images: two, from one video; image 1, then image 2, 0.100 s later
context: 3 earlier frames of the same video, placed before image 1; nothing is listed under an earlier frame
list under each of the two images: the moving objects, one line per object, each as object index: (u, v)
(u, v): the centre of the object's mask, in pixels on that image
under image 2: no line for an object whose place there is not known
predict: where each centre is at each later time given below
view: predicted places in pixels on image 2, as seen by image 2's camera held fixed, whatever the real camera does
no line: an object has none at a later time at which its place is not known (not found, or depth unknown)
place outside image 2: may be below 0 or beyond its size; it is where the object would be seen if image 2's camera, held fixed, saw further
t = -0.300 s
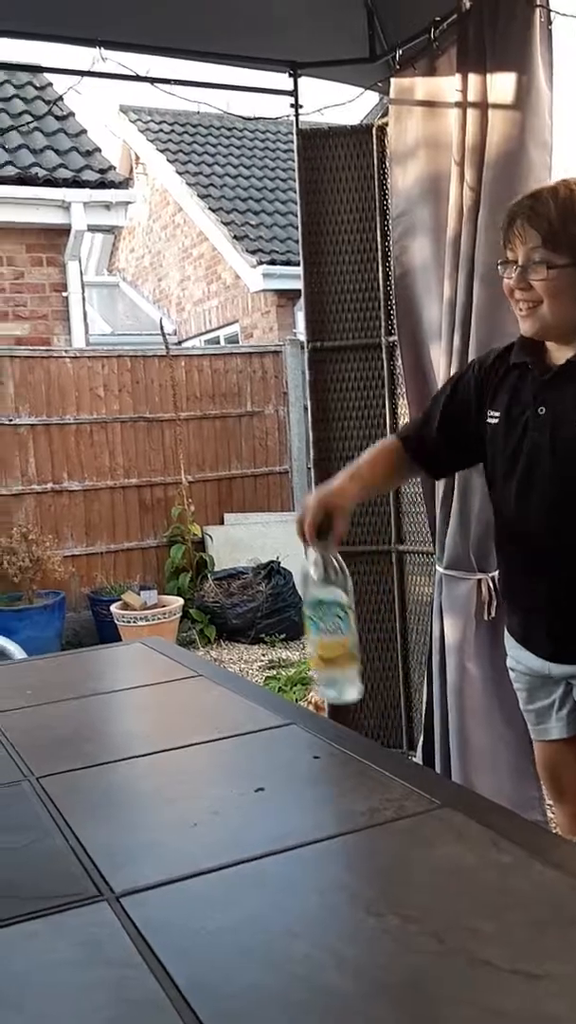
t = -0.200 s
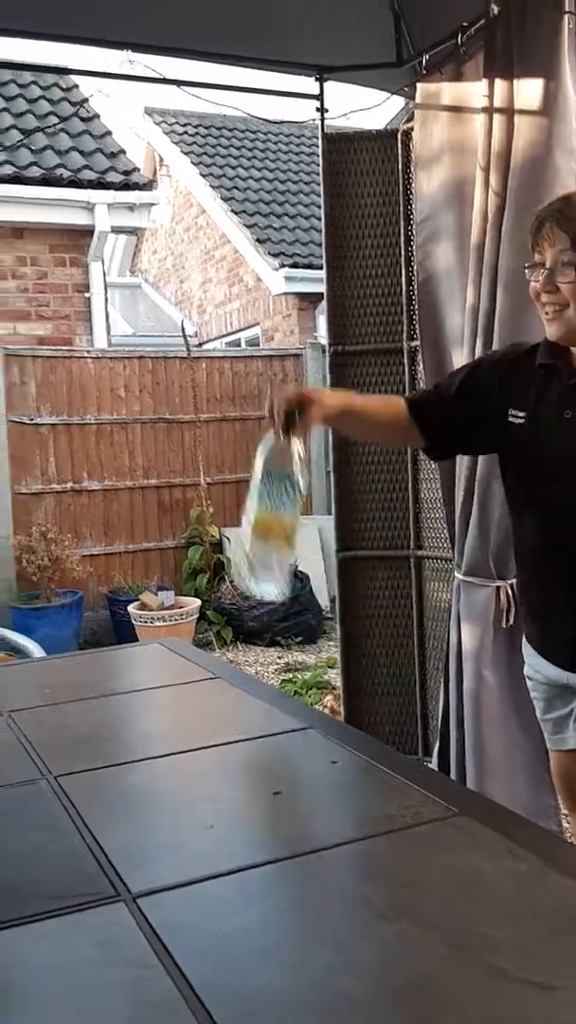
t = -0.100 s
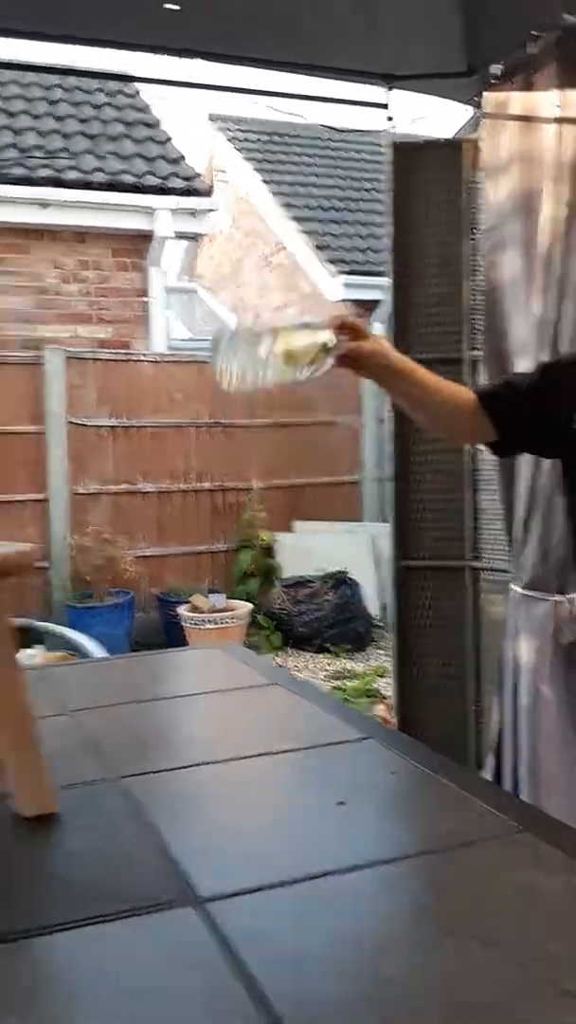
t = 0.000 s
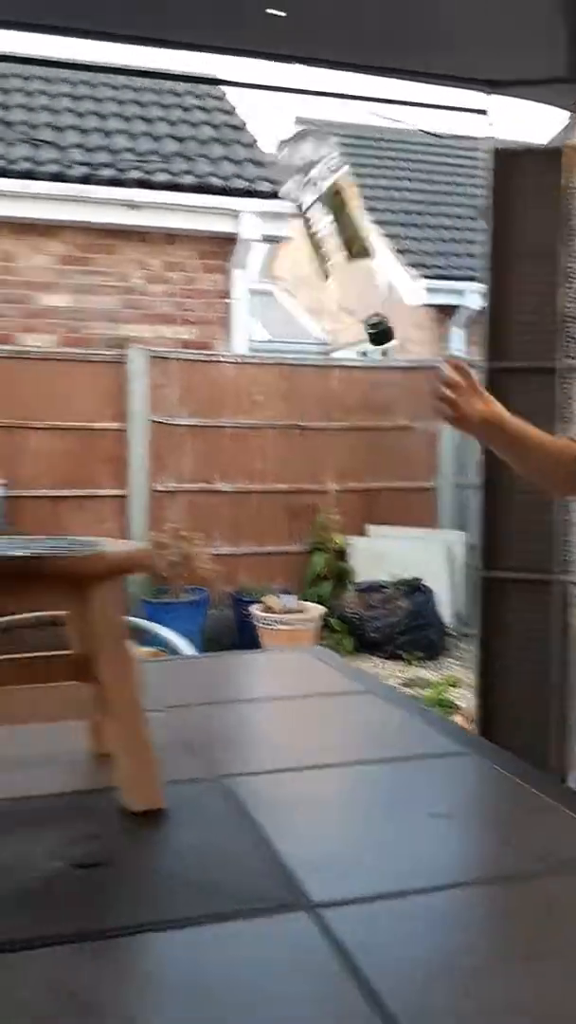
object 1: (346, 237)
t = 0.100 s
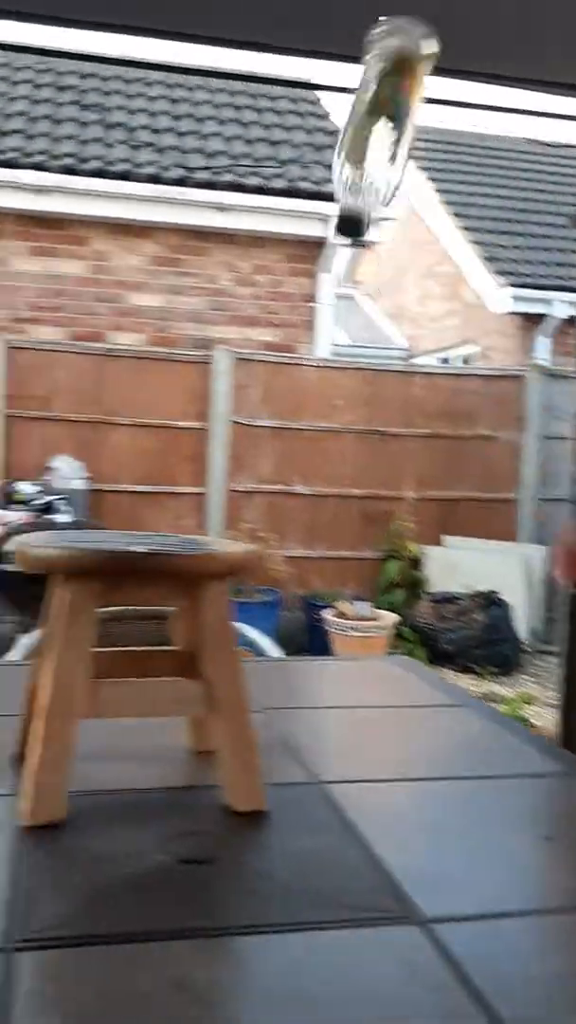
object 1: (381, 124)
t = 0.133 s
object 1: (360, 85)
